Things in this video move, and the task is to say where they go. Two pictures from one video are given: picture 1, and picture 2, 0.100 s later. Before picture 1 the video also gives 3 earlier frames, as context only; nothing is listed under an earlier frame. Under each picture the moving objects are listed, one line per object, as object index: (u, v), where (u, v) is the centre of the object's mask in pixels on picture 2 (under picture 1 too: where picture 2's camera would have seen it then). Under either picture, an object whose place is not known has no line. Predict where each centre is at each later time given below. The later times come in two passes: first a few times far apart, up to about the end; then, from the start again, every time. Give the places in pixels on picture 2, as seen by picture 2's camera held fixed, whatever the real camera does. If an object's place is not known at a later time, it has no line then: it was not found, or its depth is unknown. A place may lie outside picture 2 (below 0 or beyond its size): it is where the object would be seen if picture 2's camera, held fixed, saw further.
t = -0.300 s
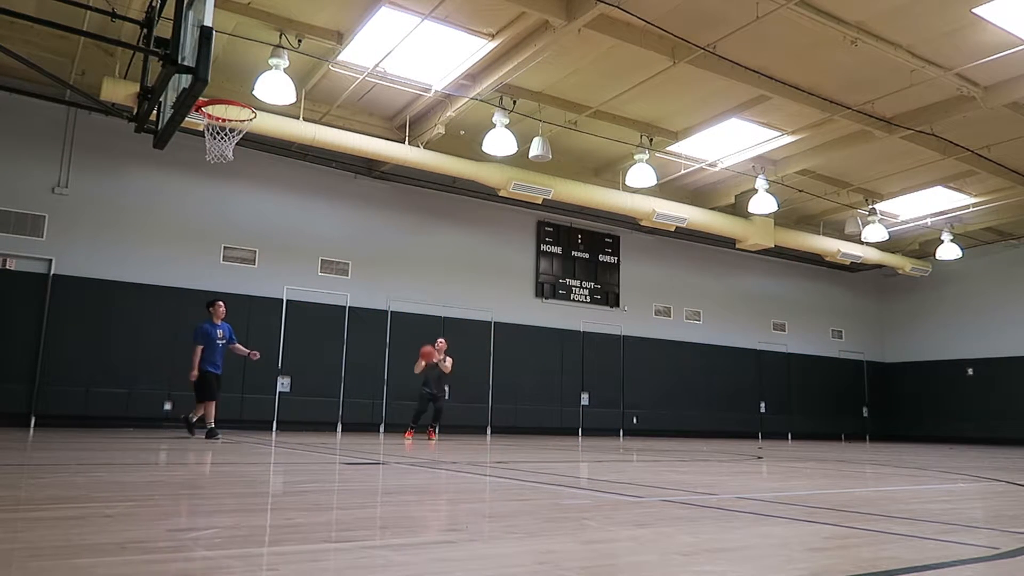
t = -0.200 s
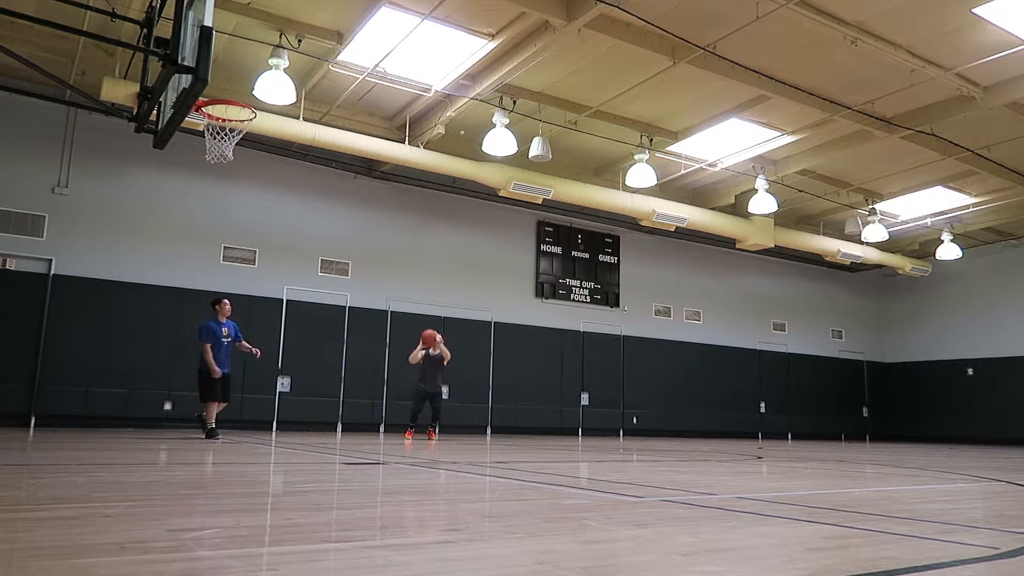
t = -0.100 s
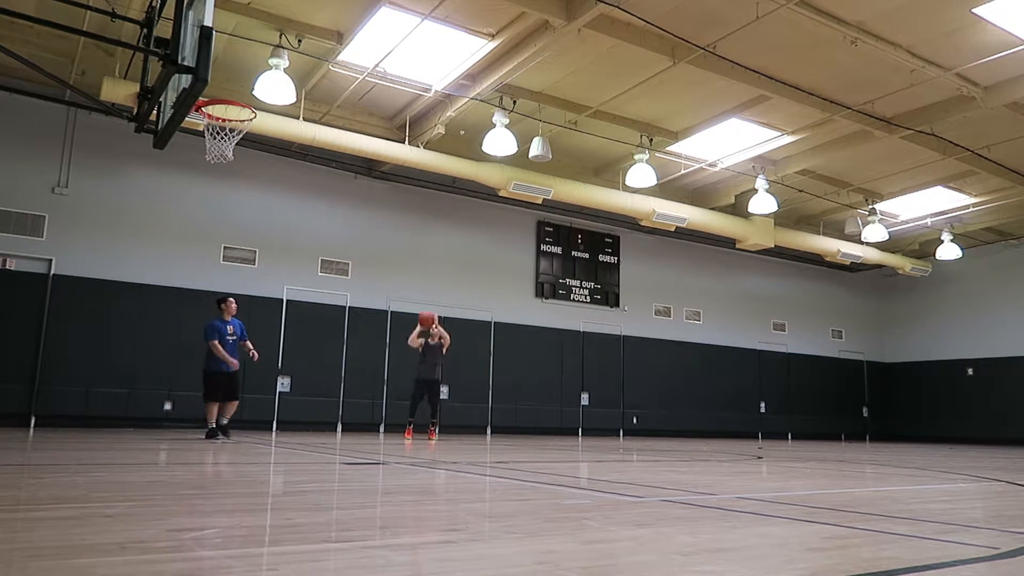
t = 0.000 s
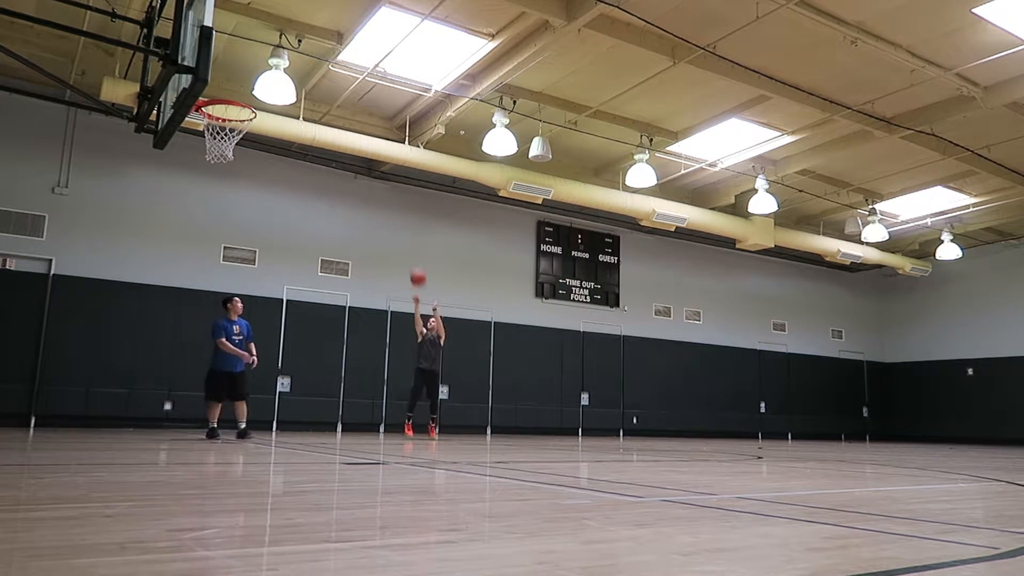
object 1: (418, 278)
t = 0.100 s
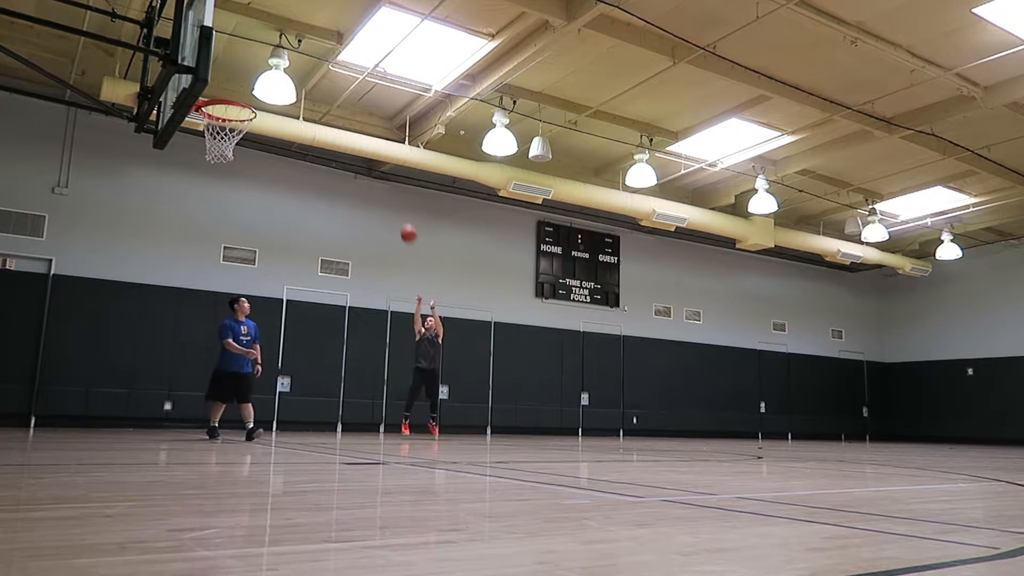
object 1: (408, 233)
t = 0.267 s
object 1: (391, 170)
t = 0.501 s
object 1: (362, 101)
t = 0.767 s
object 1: (317, 60)
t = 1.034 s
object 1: (253, 73)
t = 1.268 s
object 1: (248, 132)
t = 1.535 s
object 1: (222, 149)
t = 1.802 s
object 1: (189, 208)
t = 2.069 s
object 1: (139, 367)
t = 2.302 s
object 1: (117, 346)
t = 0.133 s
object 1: (405, 220)
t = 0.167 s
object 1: (402, 206)
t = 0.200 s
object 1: (399, 194)
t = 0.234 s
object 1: (395, 181)
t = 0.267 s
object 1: (391, 170)
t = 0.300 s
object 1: (387, 160)
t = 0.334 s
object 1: (383, 147)
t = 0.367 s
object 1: (379, 136)
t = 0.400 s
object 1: (375, 127)
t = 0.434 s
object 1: (371, 117)
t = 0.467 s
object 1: (366, 109)
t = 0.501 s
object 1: (362, 101)
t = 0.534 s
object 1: (357, 94)
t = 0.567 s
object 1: (351, 87)
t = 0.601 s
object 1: (346, 81)
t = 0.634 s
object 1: (341, 75)
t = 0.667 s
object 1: (335, 70)
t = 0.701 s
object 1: (329, 66)
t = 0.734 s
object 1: (323, 63)
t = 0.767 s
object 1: (317, 60)
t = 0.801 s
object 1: (310, 58)
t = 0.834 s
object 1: (303, 57)
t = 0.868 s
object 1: (296, 57)
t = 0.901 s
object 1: (288, 59)
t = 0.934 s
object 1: (280, 60)
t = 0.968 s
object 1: (271, 63)
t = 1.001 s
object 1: (262, 68)
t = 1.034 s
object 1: (253, 73)
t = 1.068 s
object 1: (244, 80)
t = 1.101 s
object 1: (235, 88)
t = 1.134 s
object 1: (225, 97)
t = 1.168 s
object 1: (222, 112)
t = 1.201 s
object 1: (234, 125)
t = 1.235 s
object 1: (245, 137)
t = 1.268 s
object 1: (248, 132)
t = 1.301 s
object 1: (250, 131)
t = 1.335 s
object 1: (248, 130)
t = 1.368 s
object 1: (242, 133)
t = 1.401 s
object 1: (241, 139)
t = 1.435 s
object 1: (235, 140)
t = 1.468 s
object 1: (227, 142)
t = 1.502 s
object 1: (224, 145)
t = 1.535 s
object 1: (222, 149)
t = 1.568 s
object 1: (221, 153)
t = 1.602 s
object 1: (218, 156)
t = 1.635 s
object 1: (213, 160)
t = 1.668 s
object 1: (209, 167)
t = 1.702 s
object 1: (204, 175)
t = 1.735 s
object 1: (199, 185)
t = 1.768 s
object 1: (194, 196)
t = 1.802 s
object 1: (189, 208)
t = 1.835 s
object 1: (183, 222)
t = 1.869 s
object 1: (177, 238)
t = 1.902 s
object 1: (171, 255)
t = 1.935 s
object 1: (165, 273)
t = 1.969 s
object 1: (159, 295)
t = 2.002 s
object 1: (153, 316)
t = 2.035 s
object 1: (149, 340)
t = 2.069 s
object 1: (139, 367)
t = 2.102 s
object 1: (131, 396)
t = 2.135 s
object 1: (123, 424)
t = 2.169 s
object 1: (118, 427)
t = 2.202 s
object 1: (118, 406)
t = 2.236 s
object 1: (118, 384)
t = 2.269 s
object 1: (118, 364)
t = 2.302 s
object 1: (117, 346)
